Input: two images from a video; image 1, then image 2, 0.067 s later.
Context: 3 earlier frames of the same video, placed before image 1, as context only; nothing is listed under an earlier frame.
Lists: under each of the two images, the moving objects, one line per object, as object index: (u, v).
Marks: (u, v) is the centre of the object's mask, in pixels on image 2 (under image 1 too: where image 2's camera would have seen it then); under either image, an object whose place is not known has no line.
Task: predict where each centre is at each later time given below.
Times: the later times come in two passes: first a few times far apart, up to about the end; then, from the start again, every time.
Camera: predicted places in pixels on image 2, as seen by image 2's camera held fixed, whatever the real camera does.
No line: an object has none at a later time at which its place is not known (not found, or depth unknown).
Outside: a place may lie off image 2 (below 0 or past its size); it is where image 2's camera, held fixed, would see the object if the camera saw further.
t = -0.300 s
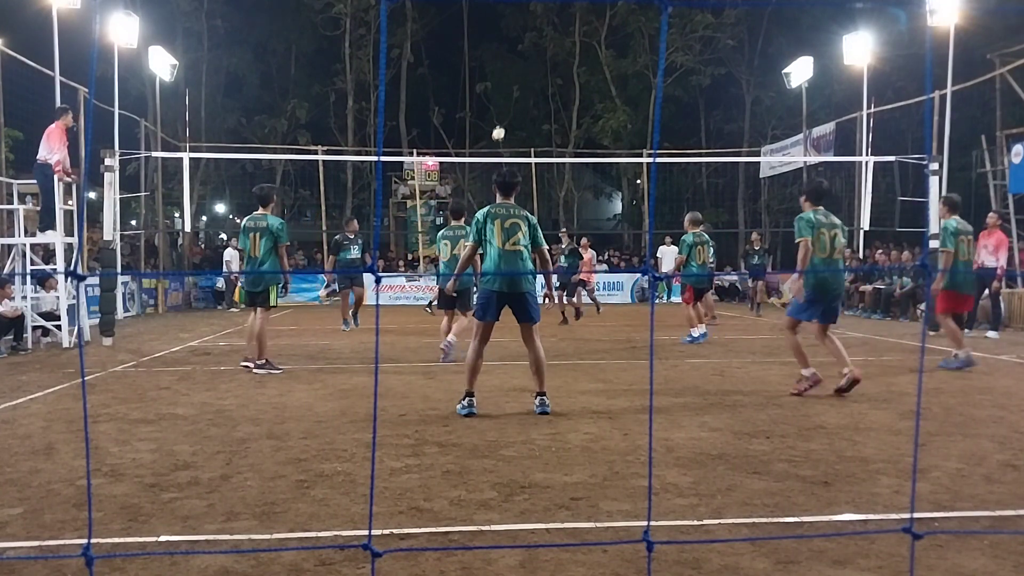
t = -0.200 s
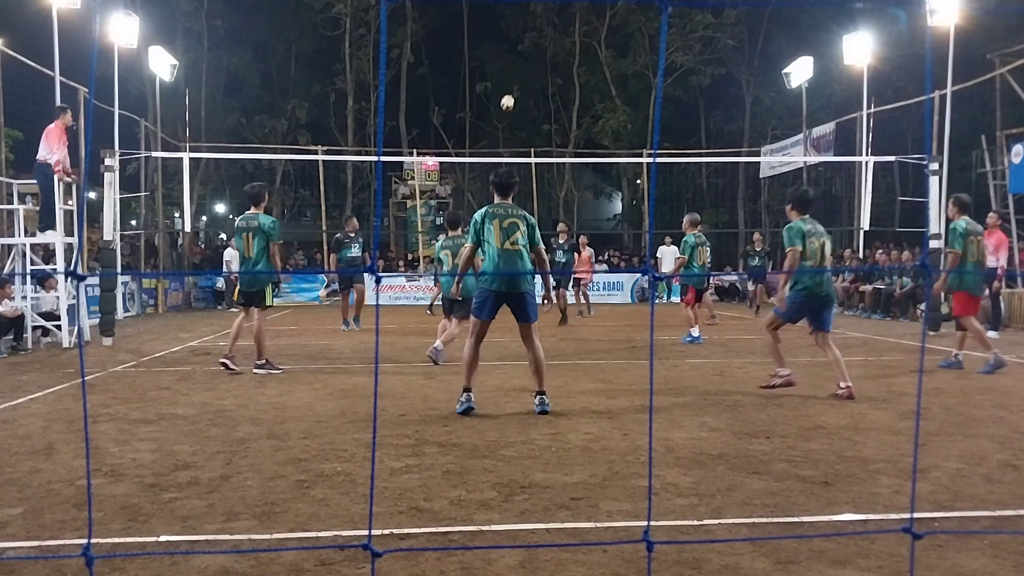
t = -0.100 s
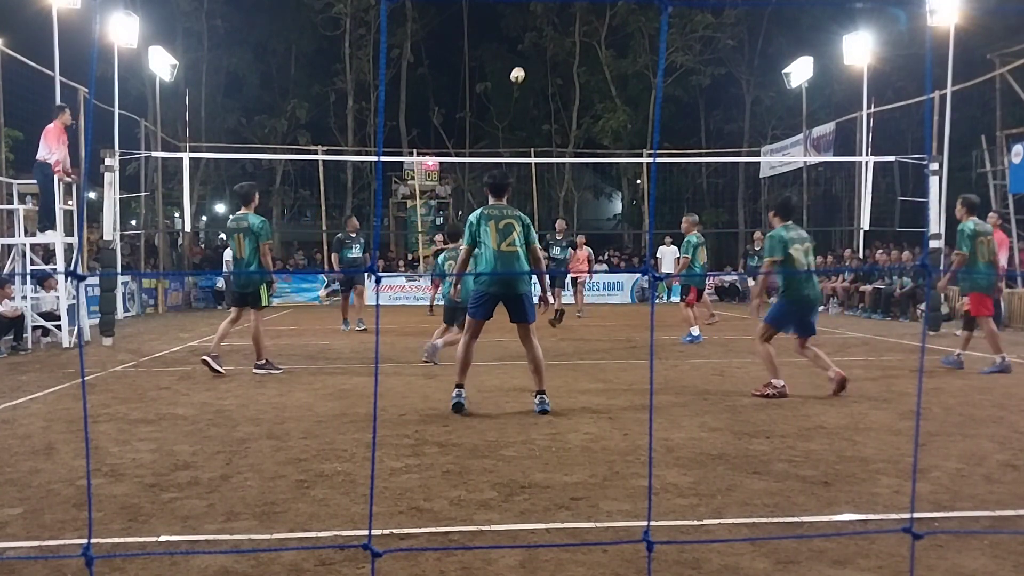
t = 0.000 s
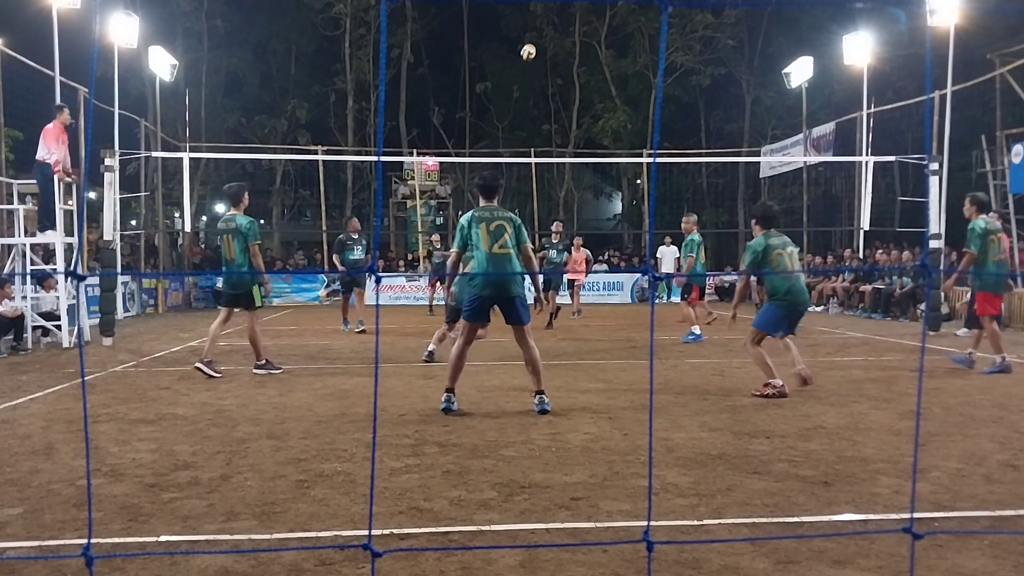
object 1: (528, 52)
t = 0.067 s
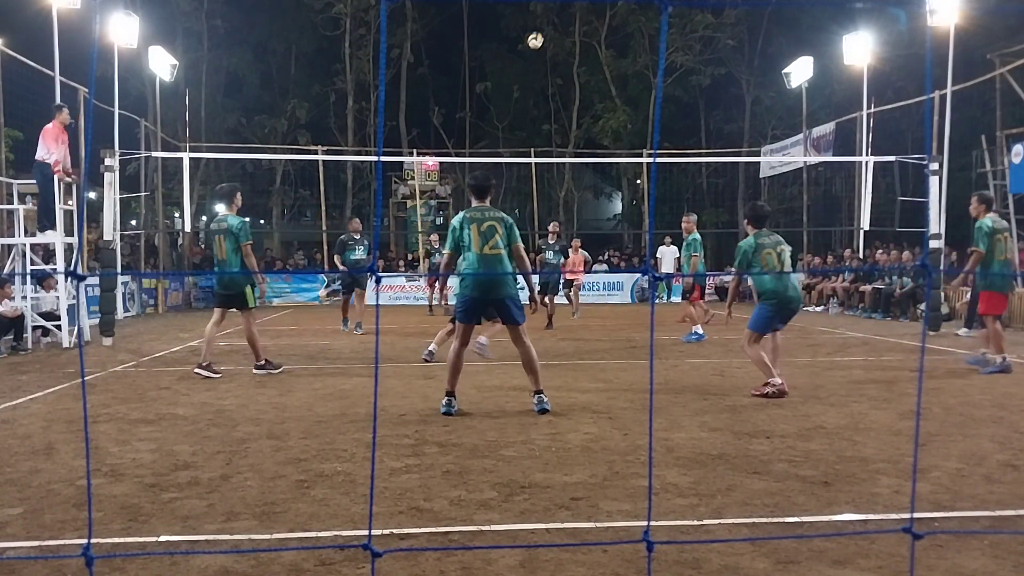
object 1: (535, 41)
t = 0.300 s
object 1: (564, 18)
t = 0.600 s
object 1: (607, 53)
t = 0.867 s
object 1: (654, 174)
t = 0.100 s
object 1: (539, 35)
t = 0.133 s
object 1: (543, 31)
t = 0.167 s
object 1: (547, 27)
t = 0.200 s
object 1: (552, 23)
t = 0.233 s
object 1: (556, 21)
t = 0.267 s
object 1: (559, 19)
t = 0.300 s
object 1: (564, 18)
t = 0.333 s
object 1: (568, 18)
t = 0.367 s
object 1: (572, 19)
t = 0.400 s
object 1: (578, 21)
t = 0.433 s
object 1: (582, 23)
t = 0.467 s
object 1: (586, 26)
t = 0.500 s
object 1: (592, 32)
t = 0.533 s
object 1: (596, 37)
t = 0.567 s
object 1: (601, 44)
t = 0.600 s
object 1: (607, 53)
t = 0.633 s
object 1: (612, 62)
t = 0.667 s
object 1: (617, 73)
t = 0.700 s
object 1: (623, 86)
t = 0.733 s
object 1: (629, 99)
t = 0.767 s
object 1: (635, 115)
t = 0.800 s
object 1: (641, 132)
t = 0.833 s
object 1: (646, 150)
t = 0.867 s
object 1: (654, 174)
